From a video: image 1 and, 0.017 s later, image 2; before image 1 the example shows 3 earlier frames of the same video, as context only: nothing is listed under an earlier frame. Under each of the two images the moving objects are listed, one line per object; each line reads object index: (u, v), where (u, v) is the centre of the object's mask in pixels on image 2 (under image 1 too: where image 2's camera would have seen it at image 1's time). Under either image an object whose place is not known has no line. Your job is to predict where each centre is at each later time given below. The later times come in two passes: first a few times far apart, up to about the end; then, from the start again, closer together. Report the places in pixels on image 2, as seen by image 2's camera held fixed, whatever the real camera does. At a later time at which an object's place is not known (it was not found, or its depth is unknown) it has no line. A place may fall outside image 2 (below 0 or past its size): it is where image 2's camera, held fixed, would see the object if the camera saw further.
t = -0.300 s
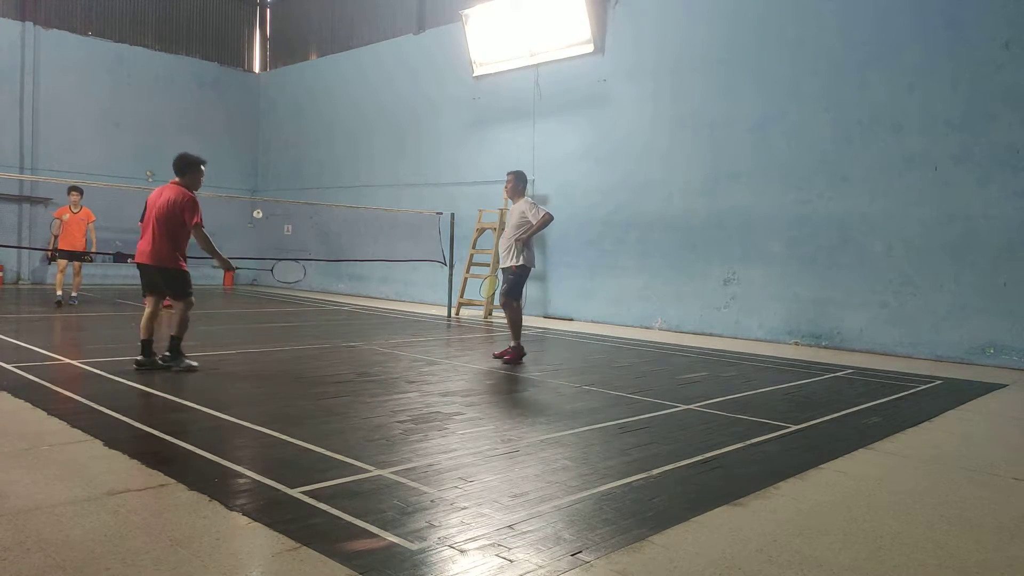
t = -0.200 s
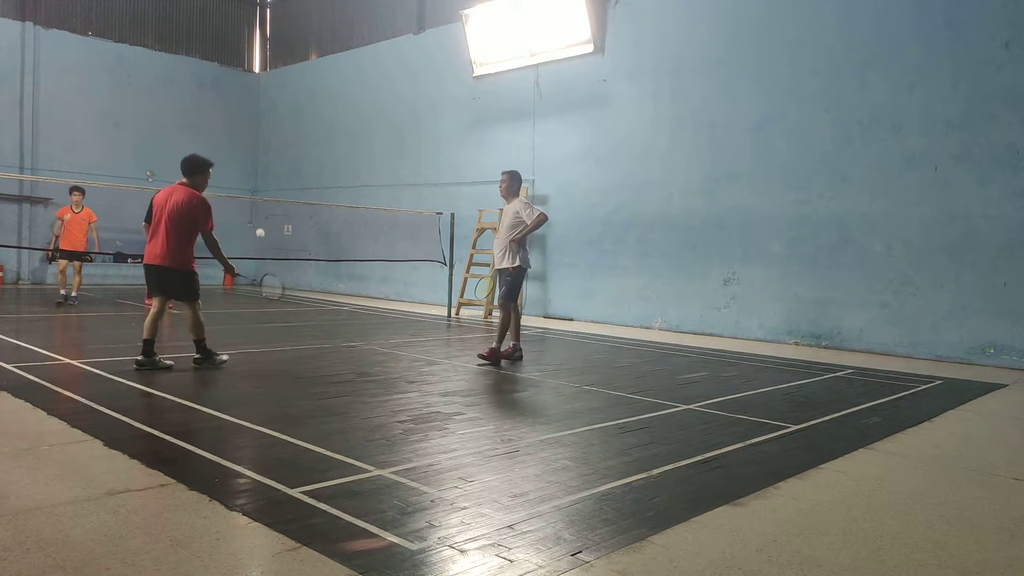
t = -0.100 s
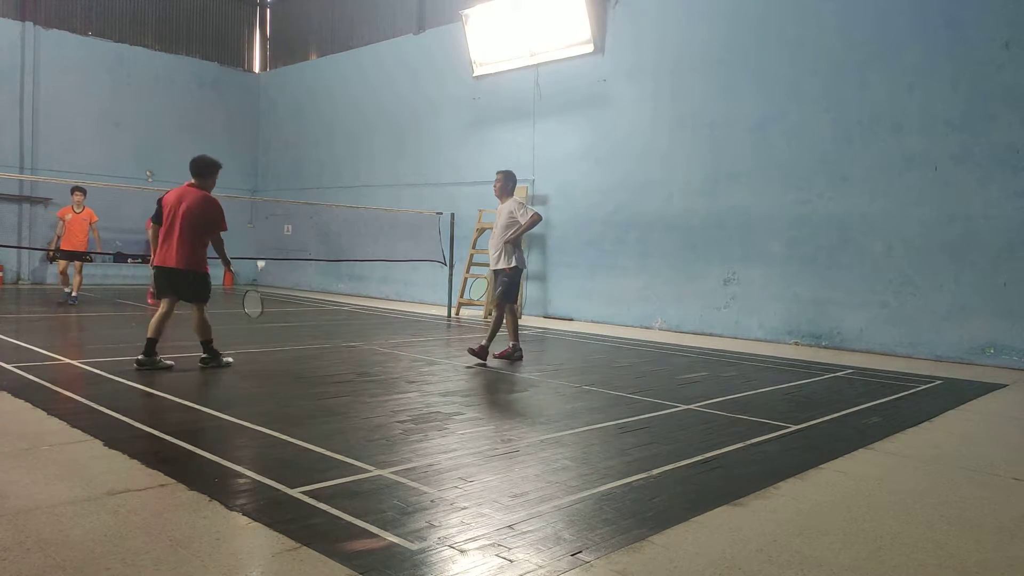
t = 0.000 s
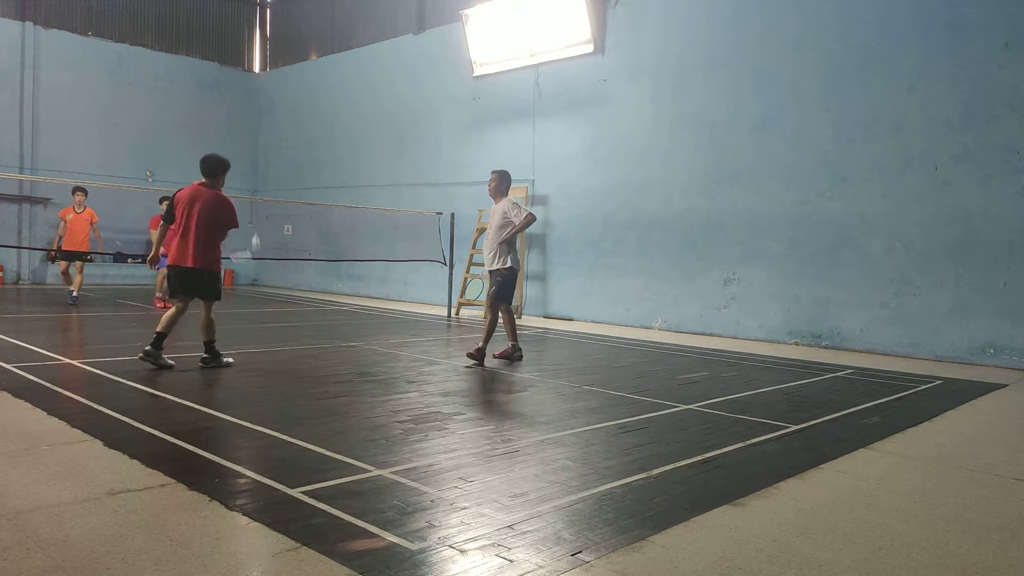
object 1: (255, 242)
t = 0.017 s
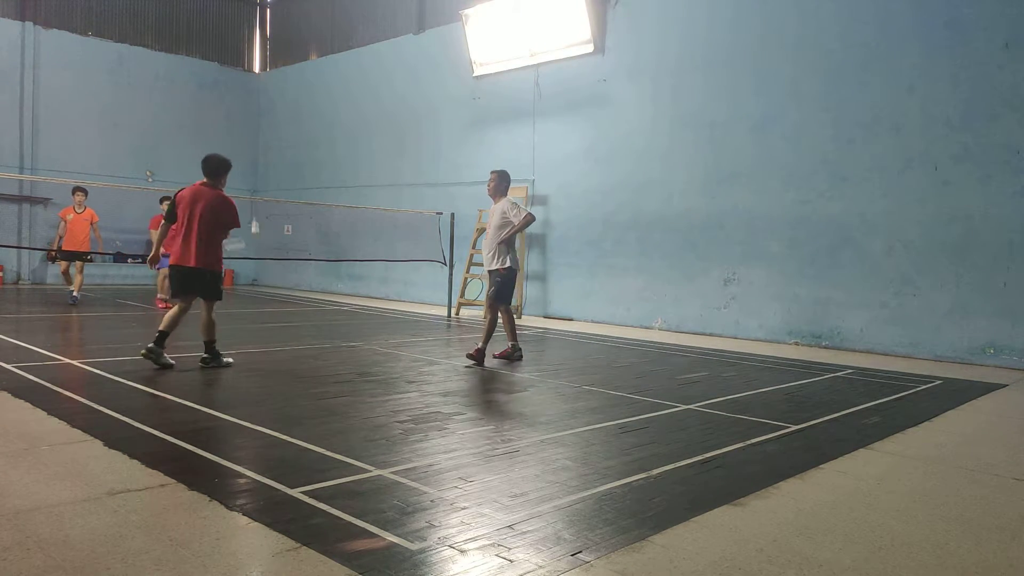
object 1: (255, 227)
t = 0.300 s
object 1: (242, 110)
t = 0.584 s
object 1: (237, 106)
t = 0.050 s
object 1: (254, 198)
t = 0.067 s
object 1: (252, 187)
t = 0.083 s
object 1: (251, 177)
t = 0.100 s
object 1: (250, 170)
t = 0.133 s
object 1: (248, 154)
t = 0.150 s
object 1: (247, 148)
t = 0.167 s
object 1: (246, 142)
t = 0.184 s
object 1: (245, 136)
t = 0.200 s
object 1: (245, 131)
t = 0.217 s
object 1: (244, 127)
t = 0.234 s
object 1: (244, 123)
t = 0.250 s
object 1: (243, 119)
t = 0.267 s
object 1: (243, 116)
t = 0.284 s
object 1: (243, 112)
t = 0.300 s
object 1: (242, 110)
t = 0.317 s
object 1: (242, 108)
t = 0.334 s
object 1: (241, 106)
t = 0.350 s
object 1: (241, 104)
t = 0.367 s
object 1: (240, 103)
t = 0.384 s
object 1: (240, 102)
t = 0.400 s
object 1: (239, 101)
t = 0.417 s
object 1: (239, 100)
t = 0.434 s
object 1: (239, 100)
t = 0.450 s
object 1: (239, 100)
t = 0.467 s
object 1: (239, 100)
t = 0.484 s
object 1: (238, 100)
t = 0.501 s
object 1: (238, 100)
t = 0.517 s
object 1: (238, 101)
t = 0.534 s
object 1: (238, 101)
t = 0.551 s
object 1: (237, 103)
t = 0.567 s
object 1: (237, 104)
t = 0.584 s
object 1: (237, 106)
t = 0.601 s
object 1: (237, 107)
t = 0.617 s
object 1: (237, 109)
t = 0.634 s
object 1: (237, 110)
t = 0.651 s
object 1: (236, 112)
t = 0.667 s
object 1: (236, 114)
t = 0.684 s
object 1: (236, 117)
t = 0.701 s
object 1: (236, 119)
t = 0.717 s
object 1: (236, 121)
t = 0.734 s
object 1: (236, 125)
